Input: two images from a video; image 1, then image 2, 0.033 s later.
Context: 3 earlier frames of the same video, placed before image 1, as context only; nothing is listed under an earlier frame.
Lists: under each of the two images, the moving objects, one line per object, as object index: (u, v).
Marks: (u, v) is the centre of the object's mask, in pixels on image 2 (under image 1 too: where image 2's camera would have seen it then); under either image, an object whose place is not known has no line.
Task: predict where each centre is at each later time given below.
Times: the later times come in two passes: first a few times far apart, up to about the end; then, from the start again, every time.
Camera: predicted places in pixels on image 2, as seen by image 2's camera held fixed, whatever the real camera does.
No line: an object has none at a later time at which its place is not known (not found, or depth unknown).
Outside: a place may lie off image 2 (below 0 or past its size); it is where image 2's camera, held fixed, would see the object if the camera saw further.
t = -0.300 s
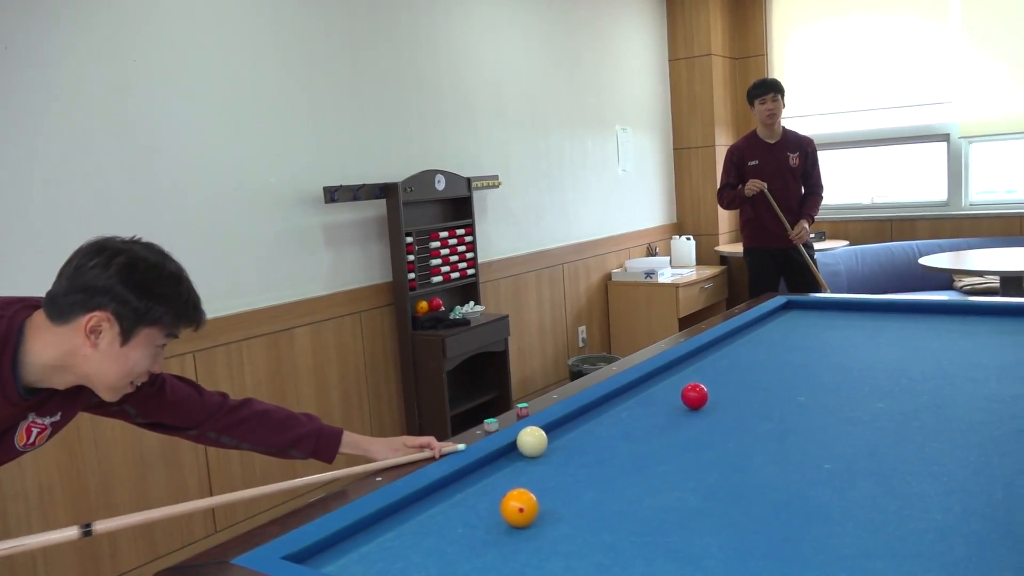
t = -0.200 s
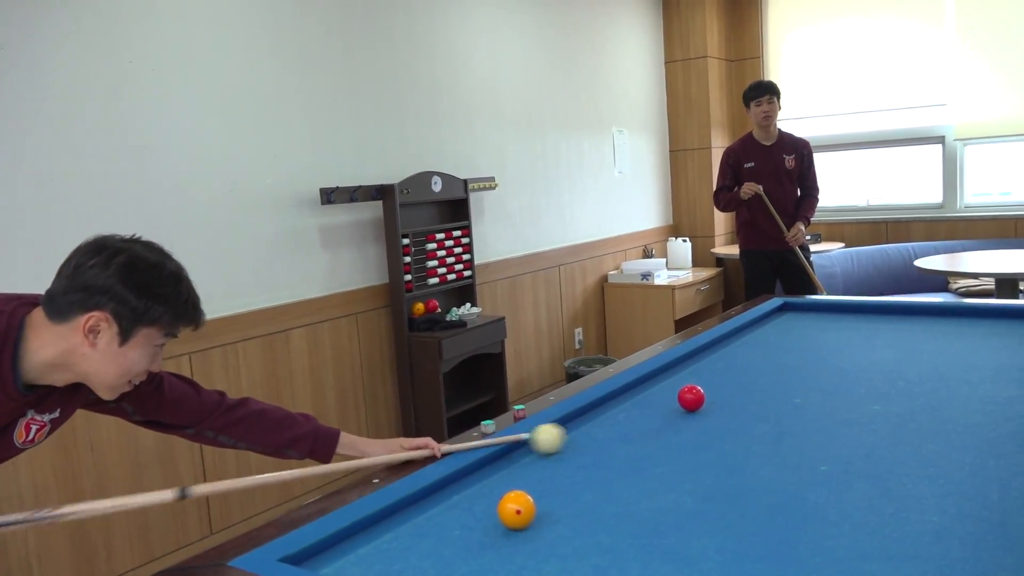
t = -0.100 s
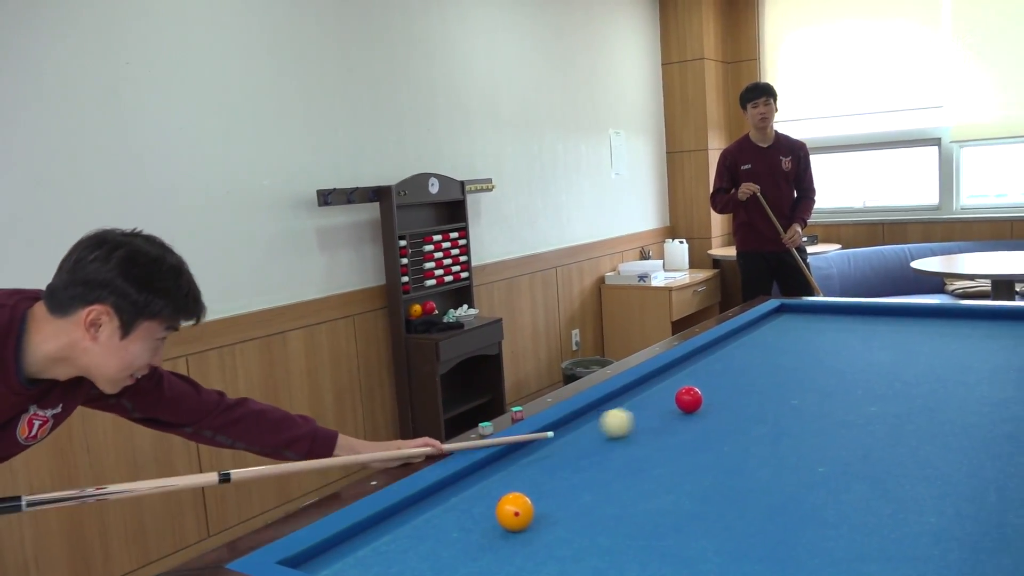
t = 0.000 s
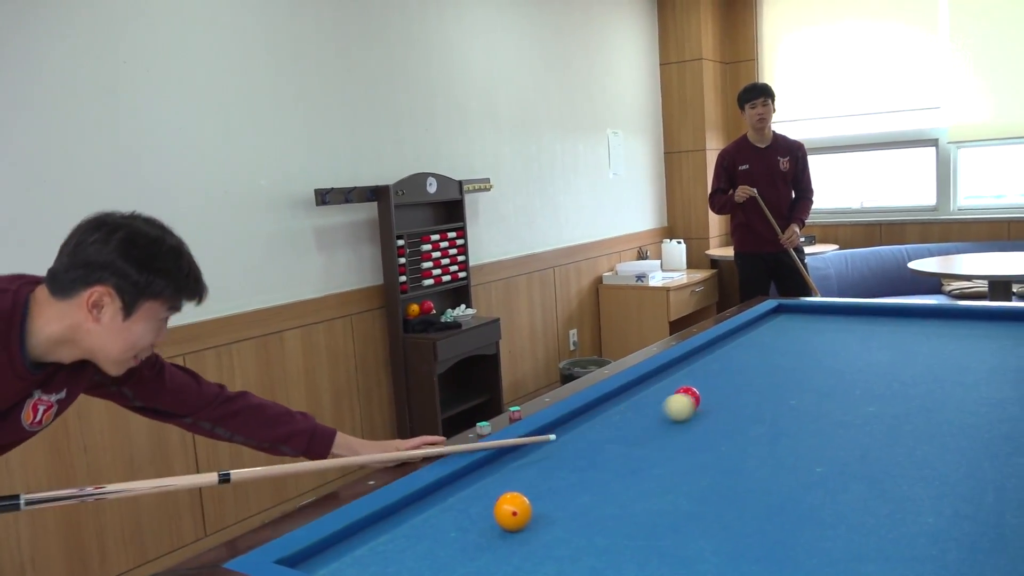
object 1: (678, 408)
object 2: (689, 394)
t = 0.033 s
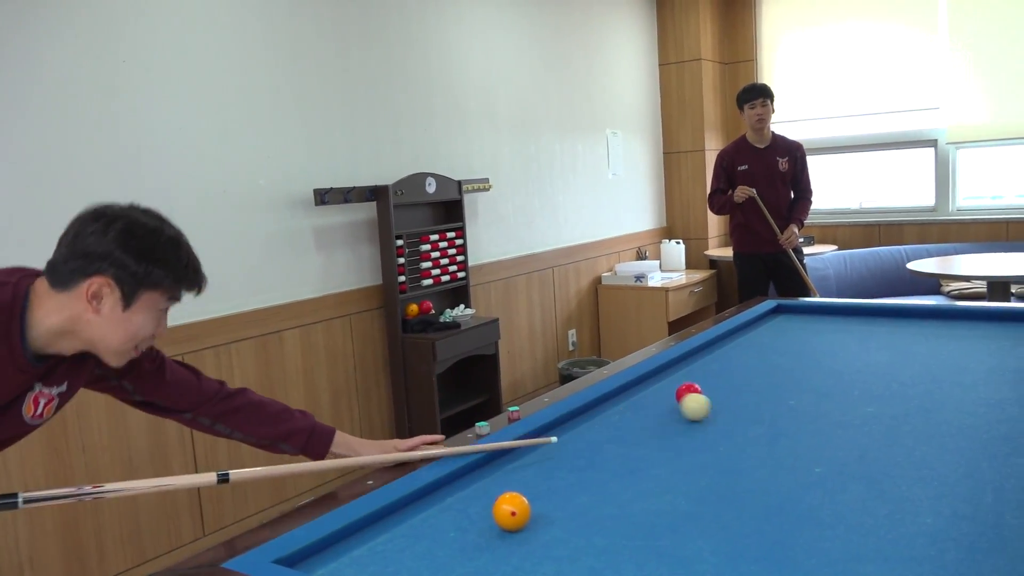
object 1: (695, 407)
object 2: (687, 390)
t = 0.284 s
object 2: (710, 371)
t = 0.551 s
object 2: (727, 351)
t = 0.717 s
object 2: (736, 341)
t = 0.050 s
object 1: (703, 407)
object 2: (689, 390)
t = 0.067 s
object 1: (712, 407)
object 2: (692, 390)
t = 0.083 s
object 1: (720, 407)
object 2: (694, 389)
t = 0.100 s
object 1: (729, 406)
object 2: (696, 387)
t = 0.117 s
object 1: (737, 406)
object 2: (697, 385)
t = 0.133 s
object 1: (746, 406)
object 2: (699, 383)
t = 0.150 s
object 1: (754, 405)
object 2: (700, 381)
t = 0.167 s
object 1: (763, 405)
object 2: (702, 380)
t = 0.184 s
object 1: (772, 404)
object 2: (703, 378)
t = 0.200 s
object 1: (781, 403)
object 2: (704, 377)
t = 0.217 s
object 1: (789, 403)
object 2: (705, 376)
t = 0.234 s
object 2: (706, 375)
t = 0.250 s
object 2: (708, 373)
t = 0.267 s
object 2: (709, 372)
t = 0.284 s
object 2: (710, 371)
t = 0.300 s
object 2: (711, 369)
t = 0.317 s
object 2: (712, 368)
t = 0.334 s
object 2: (713, 367)
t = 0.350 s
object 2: (715, 365)
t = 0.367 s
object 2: (716, 364)
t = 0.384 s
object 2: (717, 363)
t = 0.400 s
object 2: (718, 362)
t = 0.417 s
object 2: (719, 361)
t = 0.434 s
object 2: (720, 359)
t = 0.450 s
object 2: (721, 358)
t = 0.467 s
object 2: (722, 357)
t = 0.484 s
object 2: (723, 355)
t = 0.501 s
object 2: (724, 354)
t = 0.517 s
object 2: (725, 353)
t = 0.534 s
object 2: (726, 352)
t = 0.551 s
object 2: (727, 351)
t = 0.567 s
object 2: (728, 350)
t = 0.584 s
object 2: (729, 349)
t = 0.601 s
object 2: (730, 348)
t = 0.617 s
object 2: (731, 347)
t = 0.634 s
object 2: (732, 346)
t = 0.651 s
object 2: (733, 345)
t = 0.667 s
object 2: (734, 344)
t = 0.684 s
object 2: (734, 343)
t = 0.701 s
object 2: (735, 342)
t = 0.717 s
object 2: (736, 341)
